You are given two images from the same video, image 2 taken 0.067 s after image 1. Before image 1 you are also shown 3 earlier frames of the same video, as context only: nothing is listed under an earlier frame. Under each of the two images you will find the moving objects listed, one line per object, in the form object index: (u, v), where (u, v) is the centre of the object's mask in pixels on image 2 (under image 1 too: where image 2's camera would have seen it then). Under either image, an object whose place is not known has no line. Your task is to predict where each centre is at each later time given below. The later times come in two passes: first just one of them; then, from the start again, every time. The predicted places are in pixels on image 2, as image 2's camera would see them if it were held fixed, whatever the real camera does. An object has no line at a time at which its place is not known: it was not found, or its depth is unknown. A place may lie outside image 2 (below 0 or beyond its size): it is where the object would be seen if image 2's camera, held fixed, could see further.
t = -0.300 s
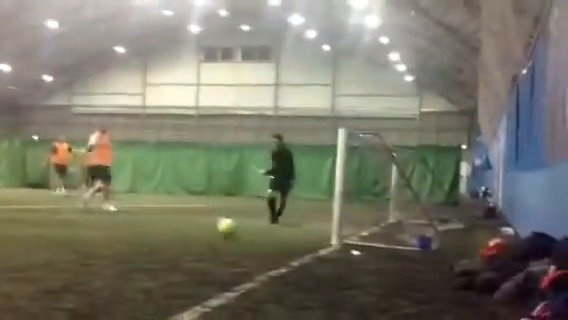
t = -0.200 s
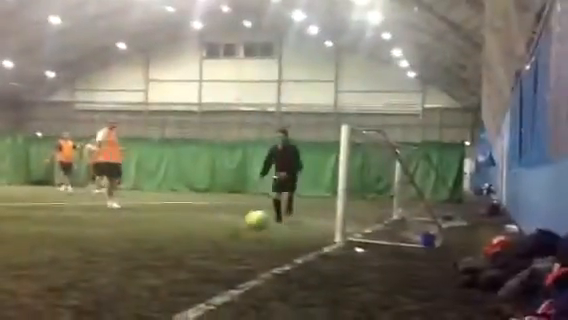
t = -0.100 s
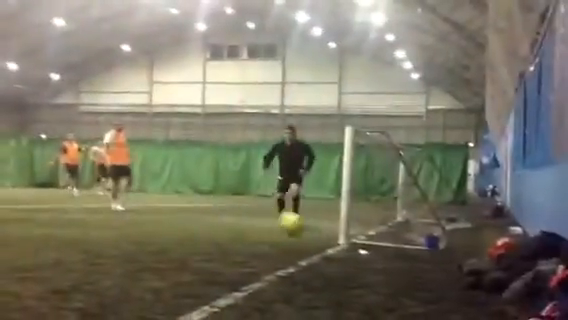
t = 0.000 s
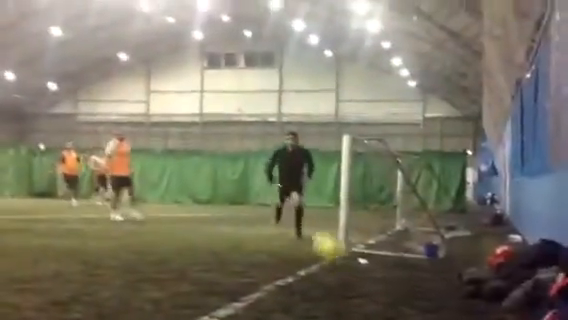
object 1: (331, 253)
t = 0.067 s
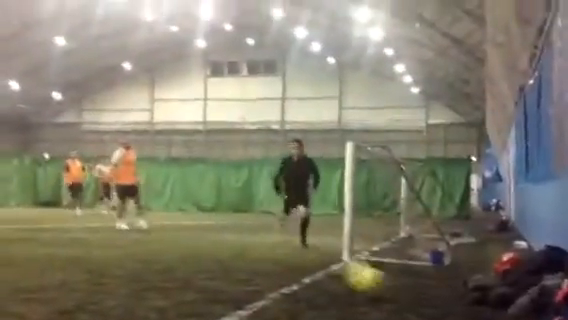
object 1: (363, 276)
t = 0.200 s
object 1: (452, 294)
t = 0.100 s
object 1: (381, 281)
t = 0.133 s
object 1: (402, 283)
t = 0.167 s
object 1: (428, 288)
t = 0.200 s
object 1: (452, 294)
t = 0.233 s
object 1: (482, 302)
